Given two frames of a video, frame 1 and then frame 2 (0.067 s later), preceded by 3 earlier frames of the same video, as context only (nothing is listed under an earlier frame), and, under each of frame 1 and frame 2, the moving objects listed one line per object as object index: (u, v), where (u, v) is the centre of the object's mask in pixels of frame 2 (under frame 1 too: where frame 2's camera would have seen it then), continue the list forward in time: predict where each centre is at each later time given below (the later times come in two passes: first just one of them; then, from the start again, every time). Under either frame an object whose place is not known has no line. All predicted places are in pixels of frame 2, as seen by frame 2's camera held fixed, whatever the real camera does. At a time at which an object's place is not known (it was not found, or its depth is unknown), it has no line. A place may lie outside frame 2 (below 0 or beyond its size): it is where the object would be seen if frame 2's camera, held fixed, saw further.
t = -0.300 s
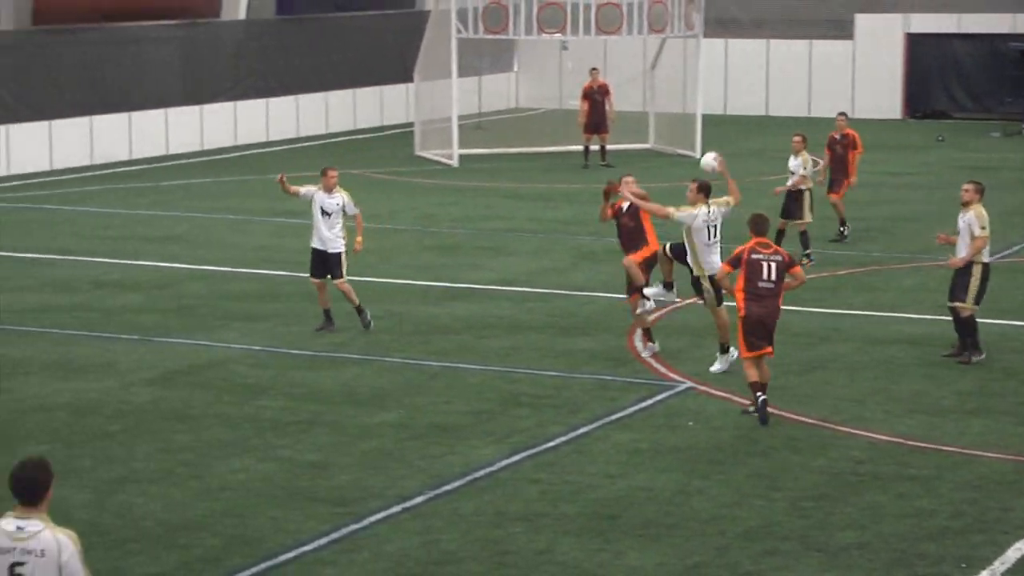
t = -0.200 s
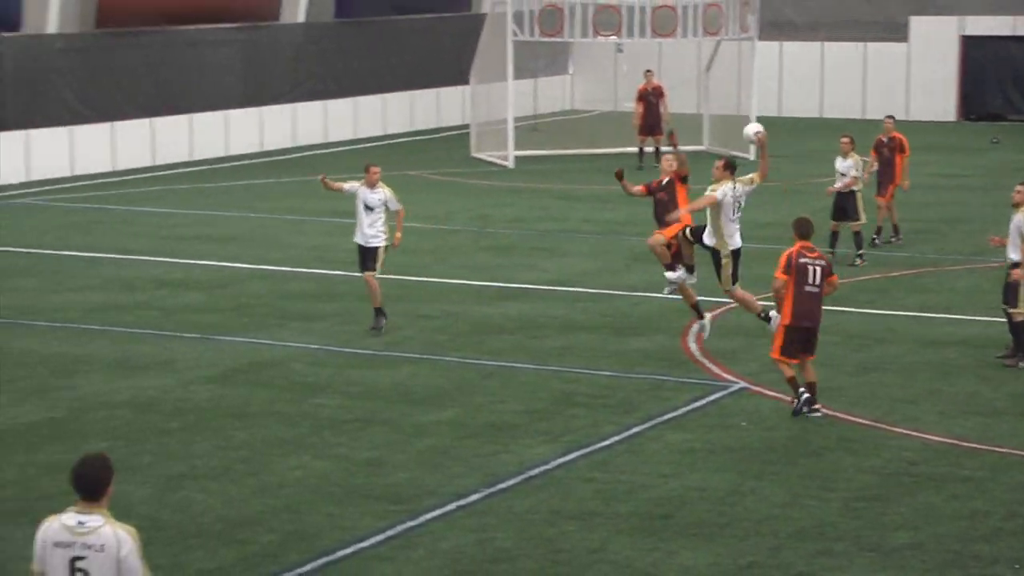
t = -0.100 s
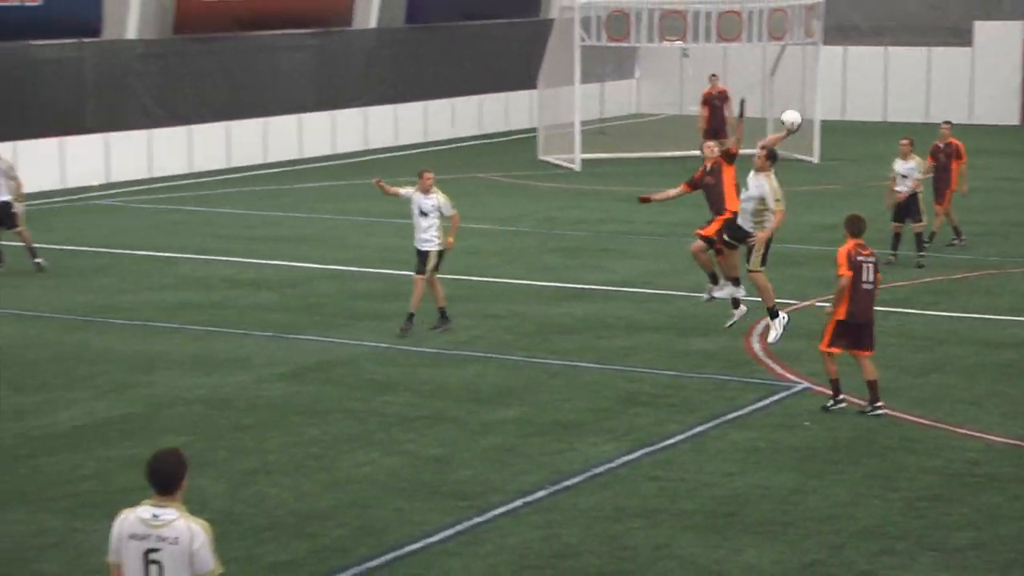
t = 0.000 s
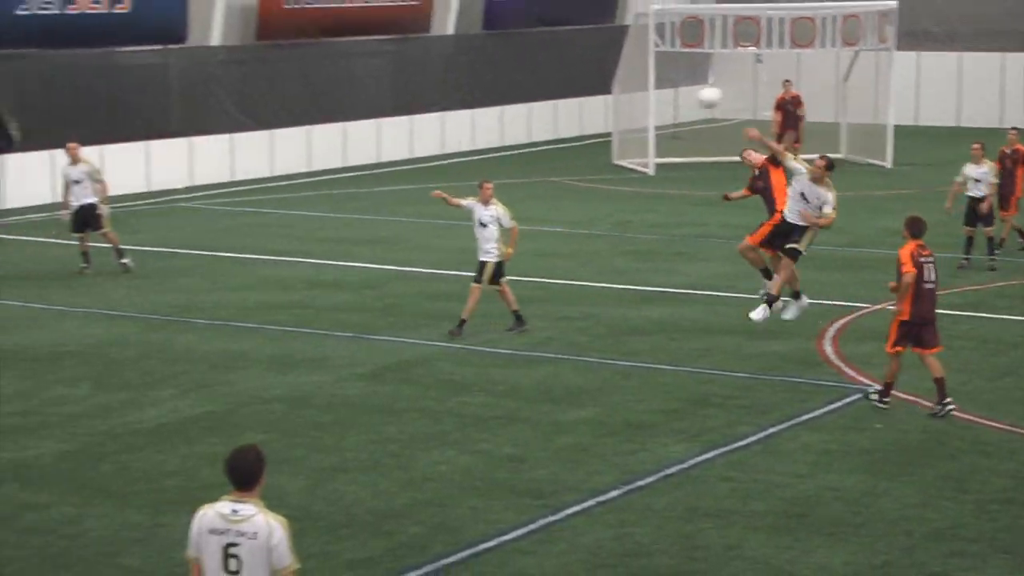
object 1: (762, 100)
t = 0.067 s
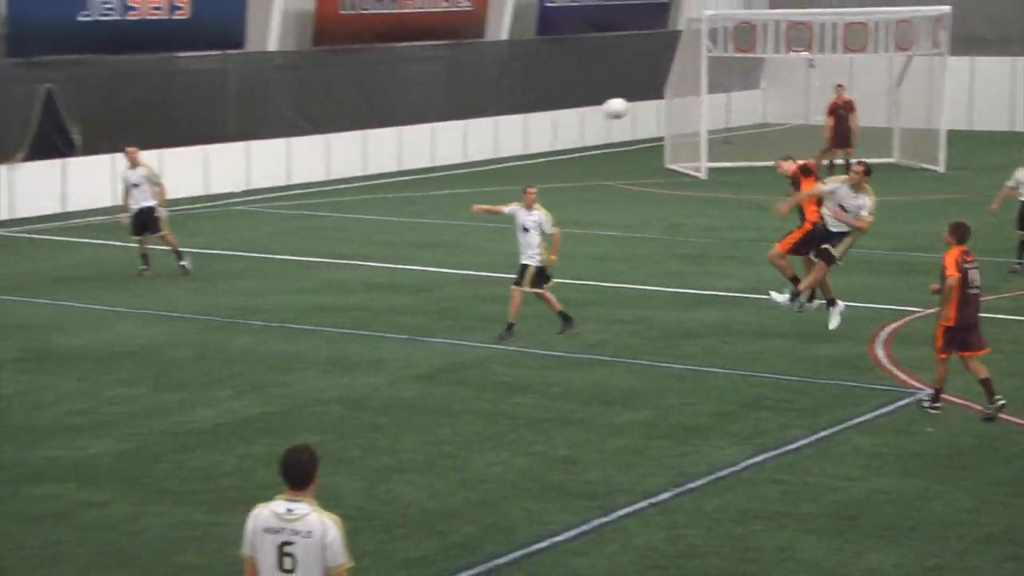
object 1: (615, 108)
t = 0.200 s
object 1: (318, 124)
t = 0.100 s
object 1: (542, 112)
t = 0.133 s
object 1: (468, 116)
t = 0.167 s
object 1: (394, 119)
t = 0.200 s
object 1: (318, 124)
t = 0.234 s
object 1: (241, 130)
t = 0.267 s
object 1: (163, 135)
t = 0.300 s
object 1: (84, 142)
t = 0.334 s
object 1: (2, 149)
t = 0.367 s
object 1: (-82, 156)
